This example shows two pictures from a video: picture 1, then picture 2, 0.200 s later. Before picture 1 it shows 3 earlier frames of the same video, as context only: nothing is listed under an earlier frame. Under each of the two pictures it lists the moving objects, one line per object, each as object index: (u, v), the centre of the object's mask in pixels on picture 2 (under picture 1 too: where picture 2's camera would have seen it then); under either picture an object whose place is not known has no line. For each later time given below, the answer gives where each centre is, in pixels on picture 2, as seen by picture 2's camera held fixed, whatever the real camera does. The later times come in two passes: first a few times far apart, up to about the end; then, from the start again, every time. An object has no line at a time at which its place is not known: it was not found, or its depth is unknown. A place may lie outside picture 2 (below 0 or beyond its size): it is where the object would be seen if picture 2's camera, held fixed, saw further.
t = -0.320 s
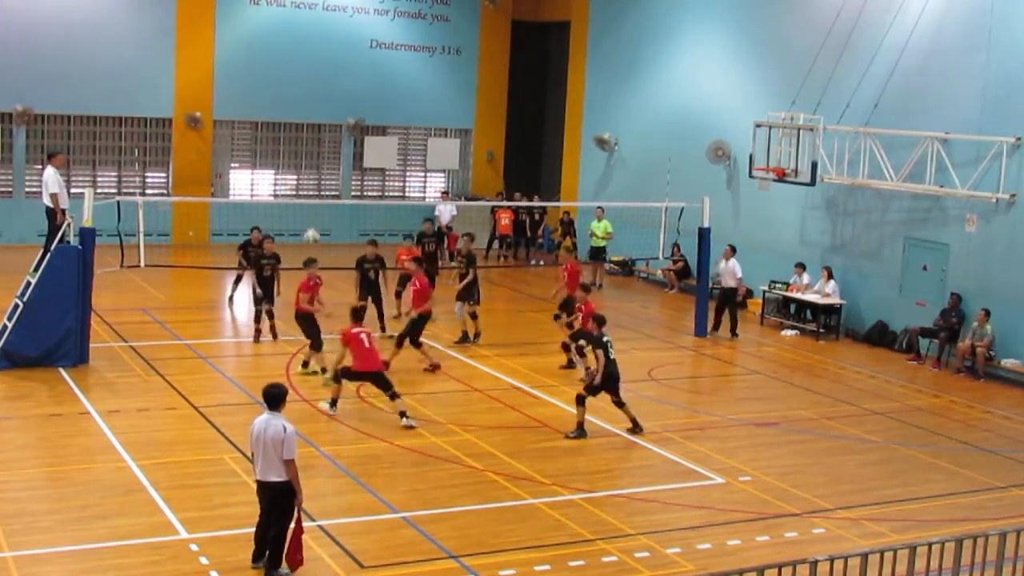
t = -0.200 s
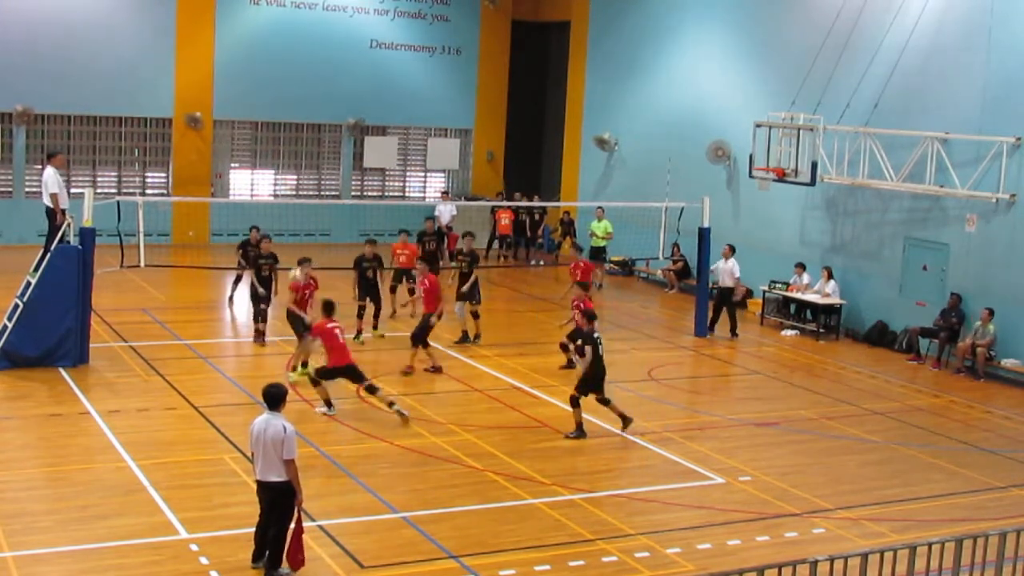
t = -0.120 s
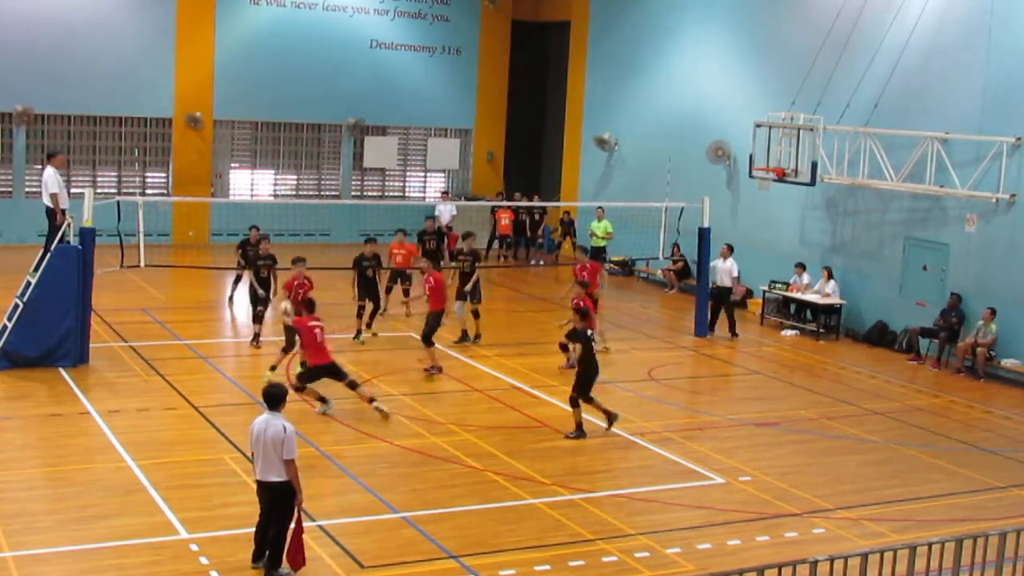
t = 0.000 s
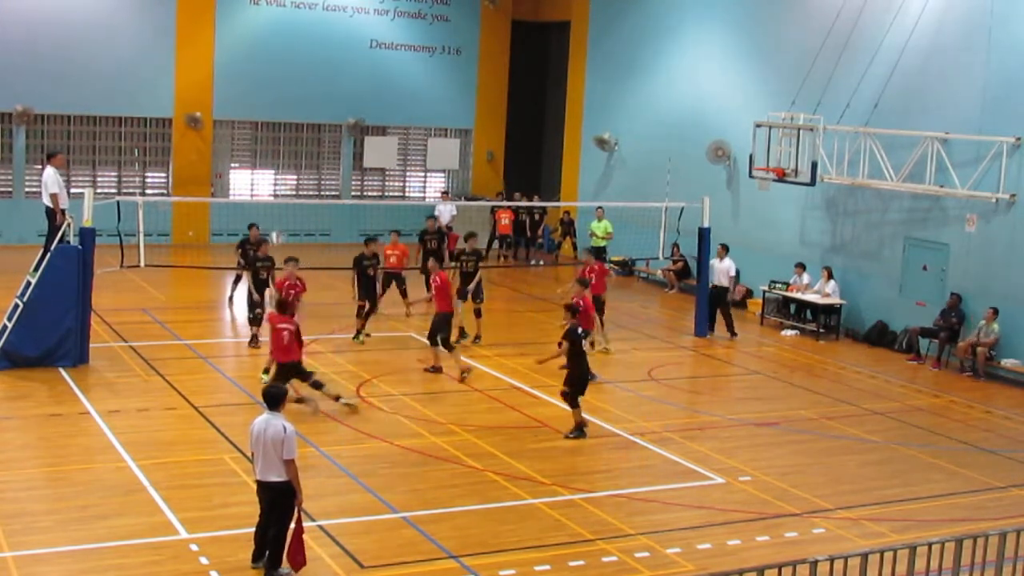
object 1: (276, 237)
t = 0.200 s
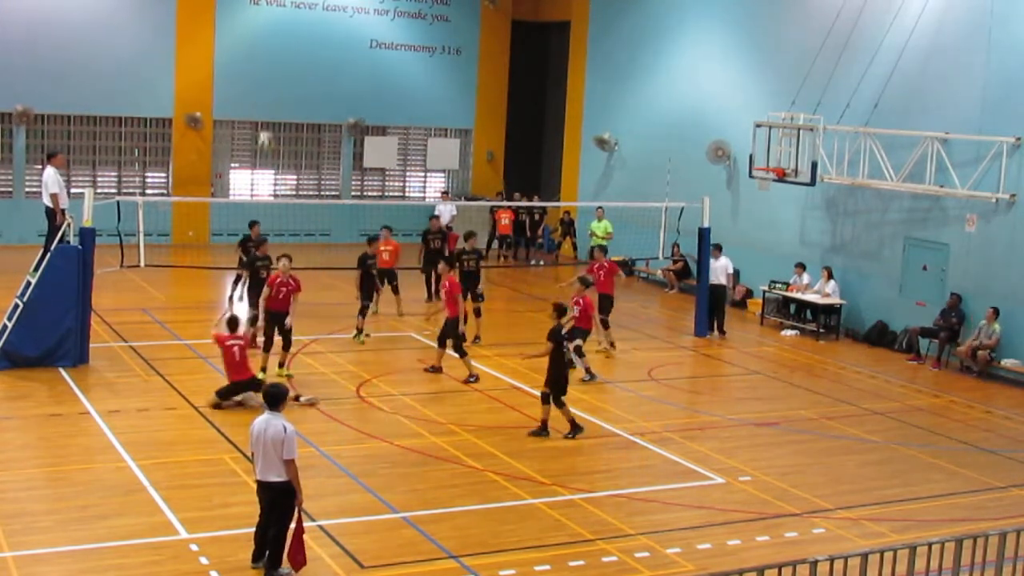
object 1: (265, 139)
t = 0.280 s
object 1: (262, 110)
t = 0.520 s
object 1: (246, 47)
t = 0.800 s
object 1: (227, 31)
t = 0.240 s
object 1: (262, 123)
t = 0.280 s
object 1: (262, 110)
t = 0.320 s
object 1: (258, 95)
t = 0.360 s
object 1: (256, 83)
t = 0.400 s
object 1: (253, 72)
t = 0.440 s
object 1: (251, 62)
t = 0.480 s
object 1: (249, 54)
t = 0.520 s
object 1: (246, 47)
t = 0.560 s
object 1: (243, 41)
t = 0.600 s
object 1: (240, 36)
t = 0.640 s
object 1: (238, 33)
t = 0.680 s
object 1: (236, 30)
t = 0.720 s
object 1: (233, 29)
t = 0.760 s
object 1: (230, 29)
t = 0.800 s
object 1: (227, 31)
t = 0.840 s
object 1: (225, 33)
